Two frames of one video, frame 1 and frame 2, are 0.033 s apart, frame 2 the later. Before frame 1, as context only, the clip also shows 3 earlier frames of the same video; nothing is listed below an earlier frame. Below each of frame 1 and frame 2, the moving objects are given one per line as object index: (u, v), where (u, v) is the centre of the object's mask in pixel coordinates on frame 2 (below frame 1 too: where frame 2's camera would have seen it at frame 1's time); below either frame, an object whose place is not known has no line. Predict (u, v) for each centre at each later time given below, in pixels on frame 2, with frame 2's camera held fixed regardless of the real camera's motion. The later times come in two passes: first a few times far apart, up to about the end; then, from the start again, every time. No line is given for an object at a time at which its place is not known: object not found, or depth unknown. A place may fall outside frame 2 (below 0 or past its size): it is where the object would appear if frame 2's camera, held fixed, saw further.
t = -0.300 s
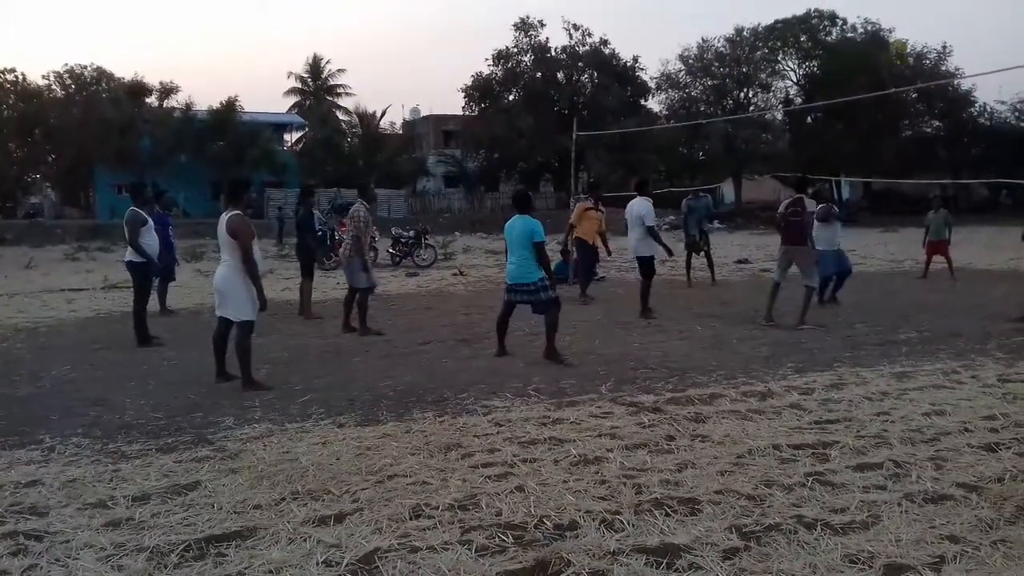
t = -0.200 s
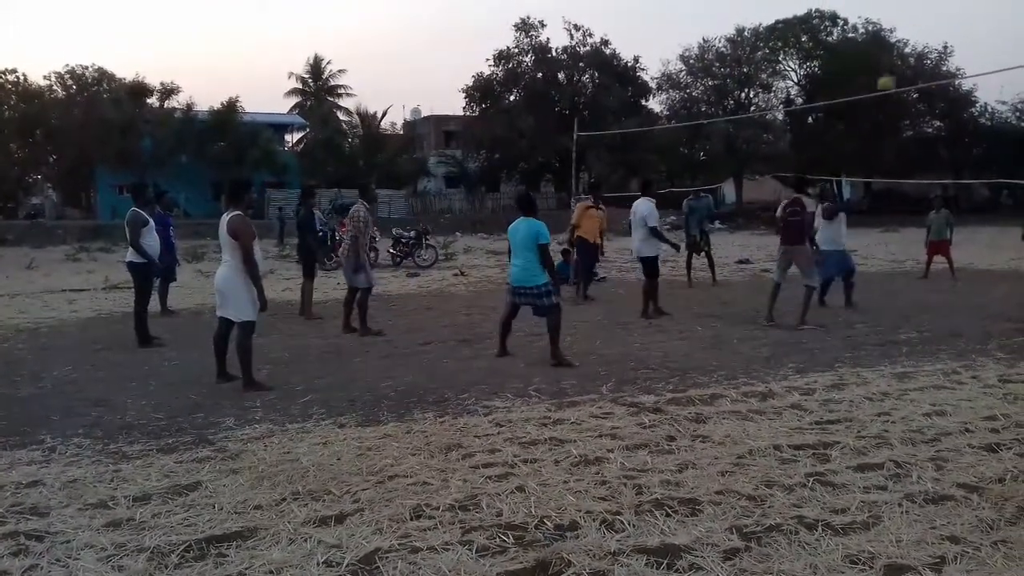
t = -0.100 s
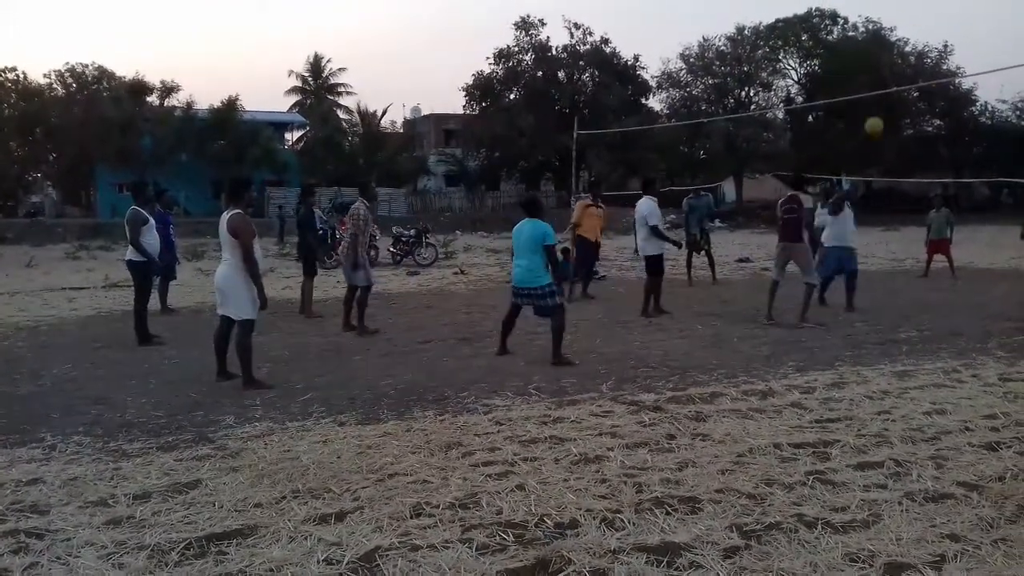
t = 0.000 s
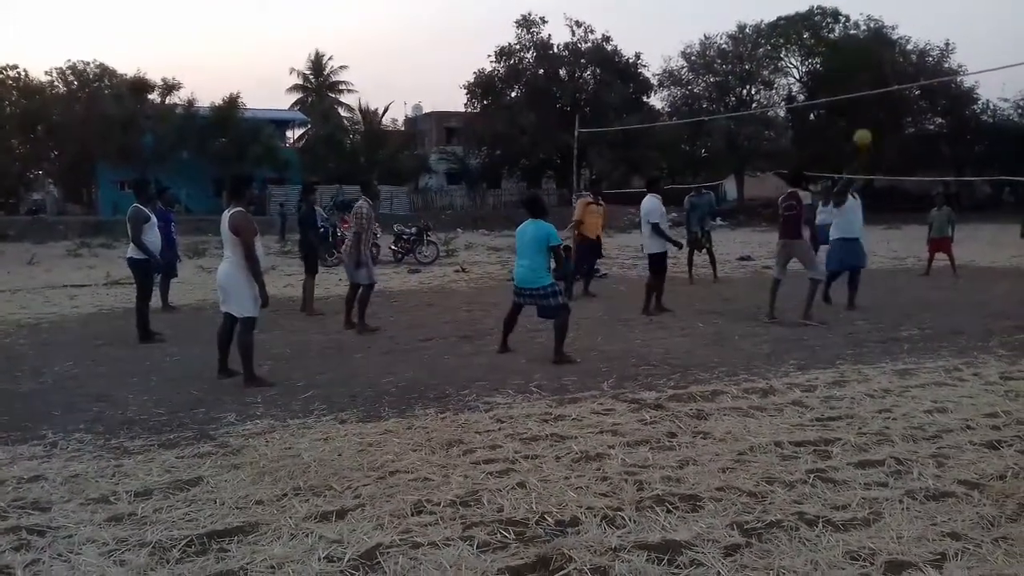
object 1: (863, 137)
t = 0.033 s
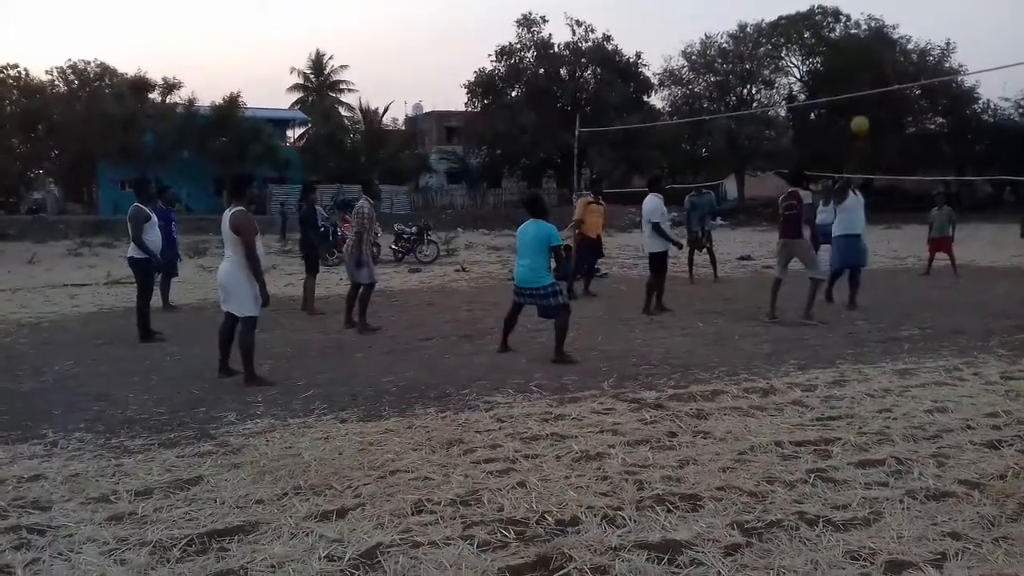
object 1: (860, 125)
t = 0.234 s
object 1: (838, 63)
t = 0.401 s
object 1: (822, 41)
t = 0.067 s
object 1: (856, 113)
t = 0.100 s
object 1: (852, 102)
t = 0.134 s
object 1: (849, 90)
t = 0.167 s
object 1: (846, 80)
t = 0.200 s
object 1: (842, 71)
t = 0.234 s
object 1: (838, 63)
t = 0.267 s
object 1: (835, 57)
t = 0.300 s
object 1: (832, 53)
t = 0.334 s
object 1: (827, 46)
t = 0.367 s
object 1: (824, 42)
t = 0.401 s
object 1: (822, 41)
